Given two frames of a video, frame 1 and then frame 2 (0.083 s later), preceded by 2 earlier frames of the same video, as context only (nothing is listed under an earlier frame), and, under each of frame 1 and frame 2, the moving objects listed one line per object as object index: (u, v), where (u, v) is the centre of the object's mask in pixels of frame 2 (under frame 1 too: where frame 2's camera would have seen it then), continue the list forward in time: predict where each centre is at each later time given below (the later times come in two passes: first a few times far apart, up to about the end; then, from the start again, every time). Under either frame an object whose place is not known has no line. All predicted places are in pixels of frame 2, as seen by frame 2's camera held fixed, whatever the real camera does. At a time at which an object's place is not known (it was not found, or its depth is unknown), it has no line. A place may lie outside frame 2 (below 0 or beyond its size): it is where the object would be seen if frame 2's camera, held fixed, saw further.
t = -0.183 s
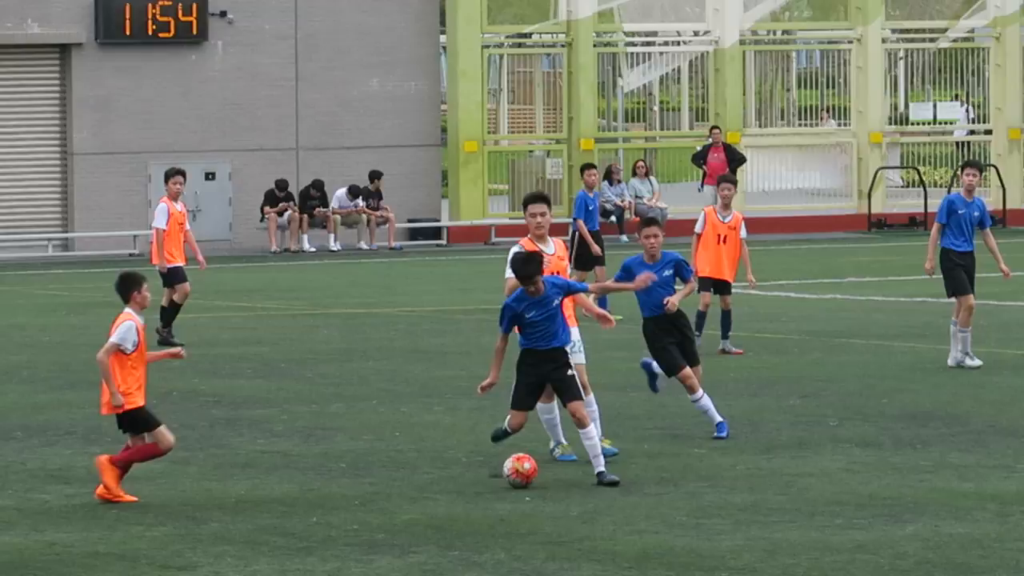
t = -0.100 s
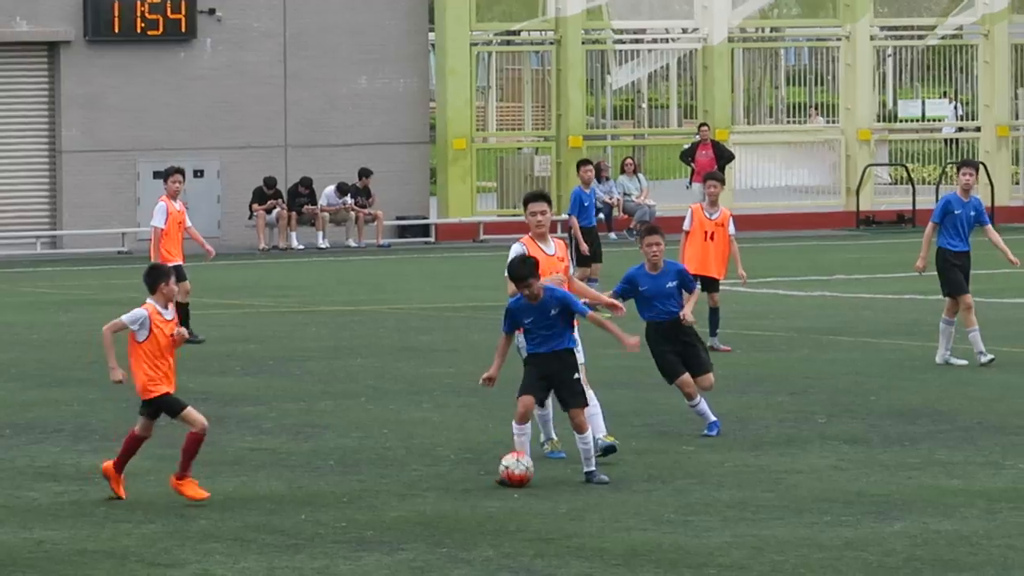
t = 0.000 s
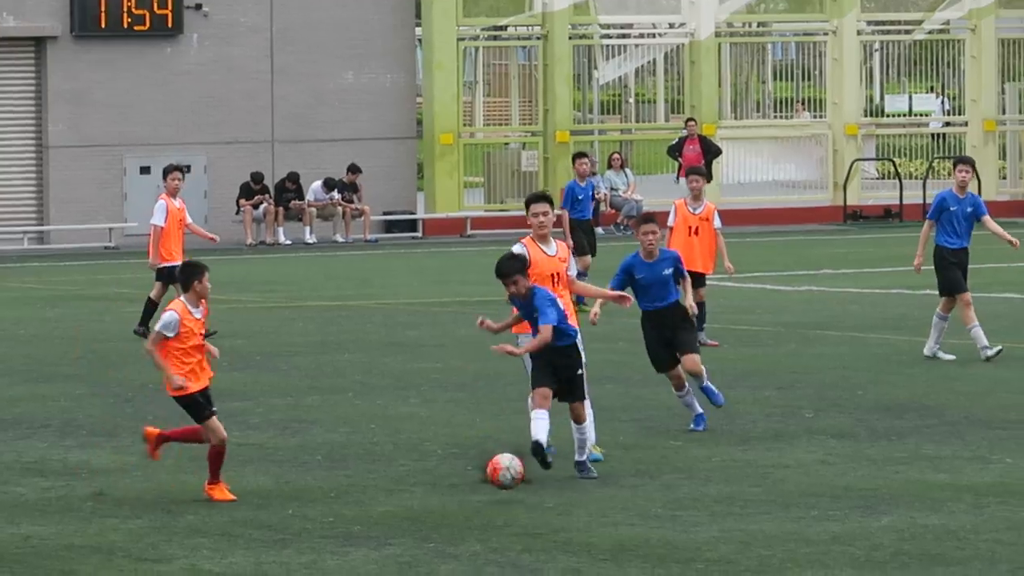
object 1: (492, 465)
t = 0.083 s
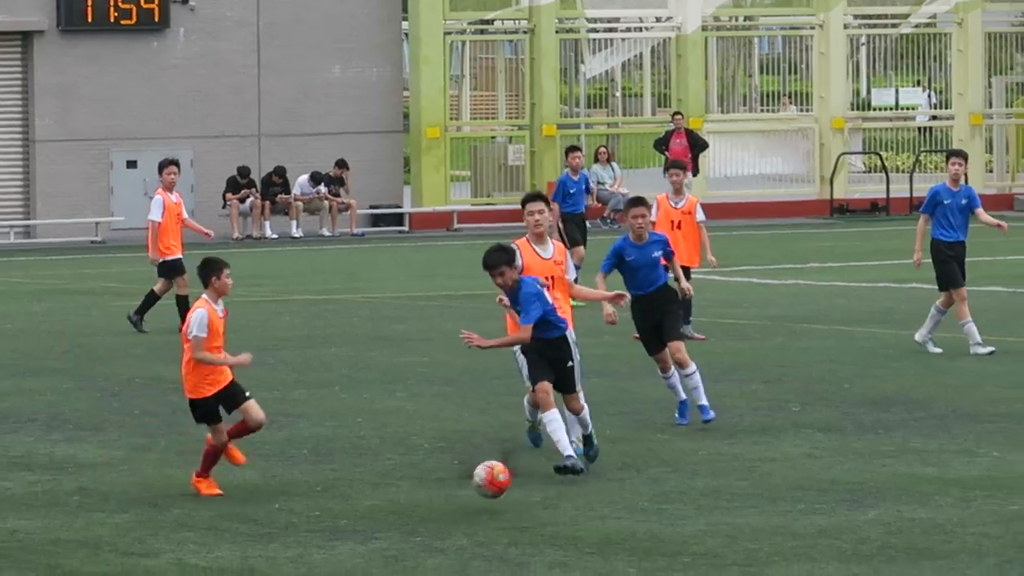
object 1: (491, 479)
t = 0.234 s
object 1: (486, 523)
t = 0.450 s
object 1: (475, 571)
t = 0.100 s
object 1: (491, 483)
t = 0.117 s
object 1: (490, 487)
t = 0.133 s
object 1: (489, 491)
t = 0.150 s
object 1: (489, 497)
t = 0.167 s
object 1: (488, 502)
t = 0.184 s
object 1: (488, 508)
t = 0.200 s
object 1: (487, 515)
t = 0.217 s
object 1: (486, 520)
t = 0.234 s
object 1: (486, 523)
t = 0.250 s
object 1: (485, 523)
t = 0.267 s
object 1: (484, 524)
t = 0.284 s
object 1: (484, 525)
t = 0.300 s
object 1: (484, 527)
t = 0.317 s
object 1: (483, 530)
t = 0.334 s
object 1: (483, 532)
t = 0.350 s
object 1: (482, 537)
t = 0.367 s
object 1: (481, 541)
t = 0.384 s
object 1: (480, 545)
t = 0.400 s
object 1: (479, 551)
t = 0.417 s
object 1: (477, 557)
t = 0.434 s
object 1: (477, 563)
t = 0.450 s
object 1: (475, 571)
